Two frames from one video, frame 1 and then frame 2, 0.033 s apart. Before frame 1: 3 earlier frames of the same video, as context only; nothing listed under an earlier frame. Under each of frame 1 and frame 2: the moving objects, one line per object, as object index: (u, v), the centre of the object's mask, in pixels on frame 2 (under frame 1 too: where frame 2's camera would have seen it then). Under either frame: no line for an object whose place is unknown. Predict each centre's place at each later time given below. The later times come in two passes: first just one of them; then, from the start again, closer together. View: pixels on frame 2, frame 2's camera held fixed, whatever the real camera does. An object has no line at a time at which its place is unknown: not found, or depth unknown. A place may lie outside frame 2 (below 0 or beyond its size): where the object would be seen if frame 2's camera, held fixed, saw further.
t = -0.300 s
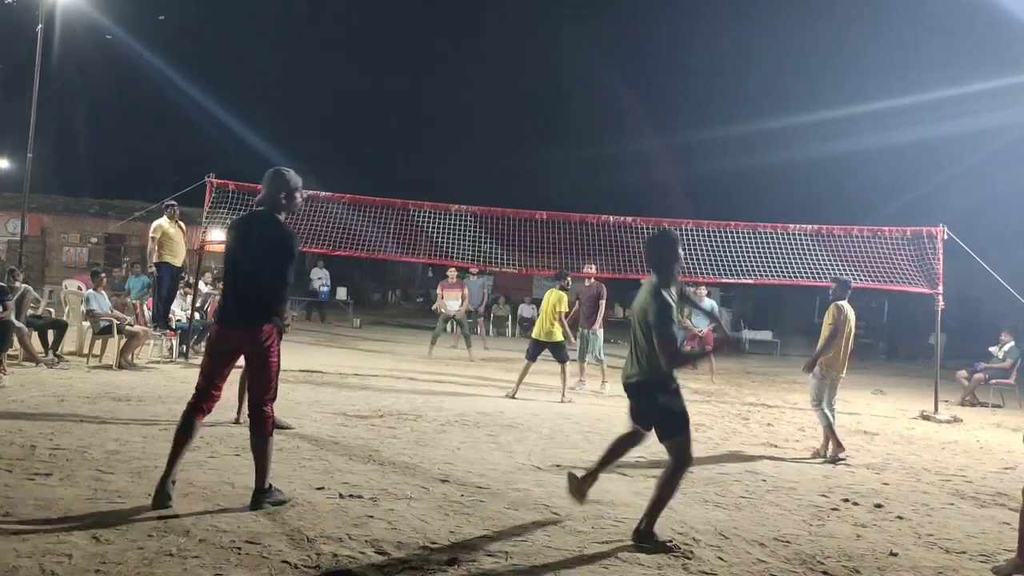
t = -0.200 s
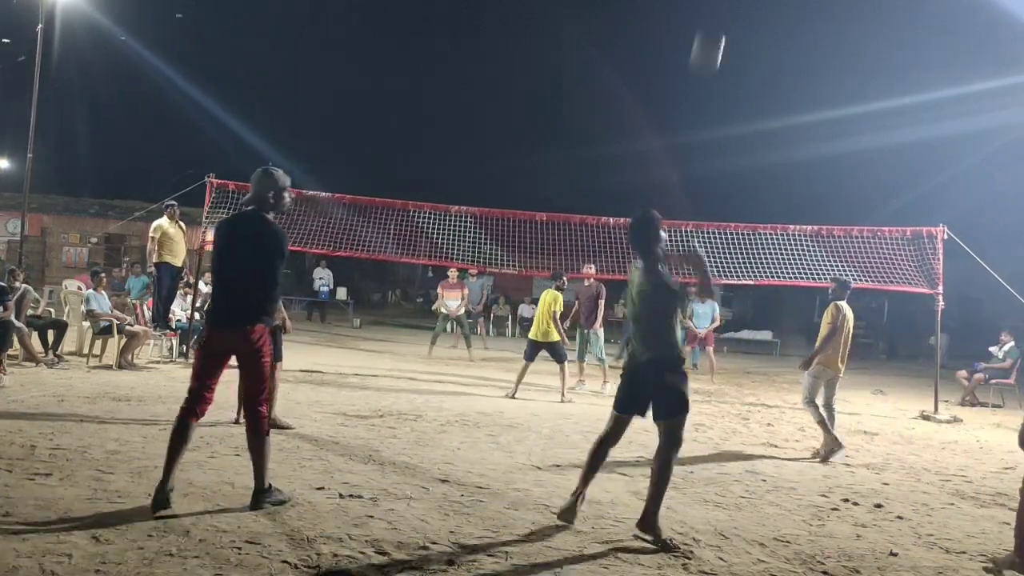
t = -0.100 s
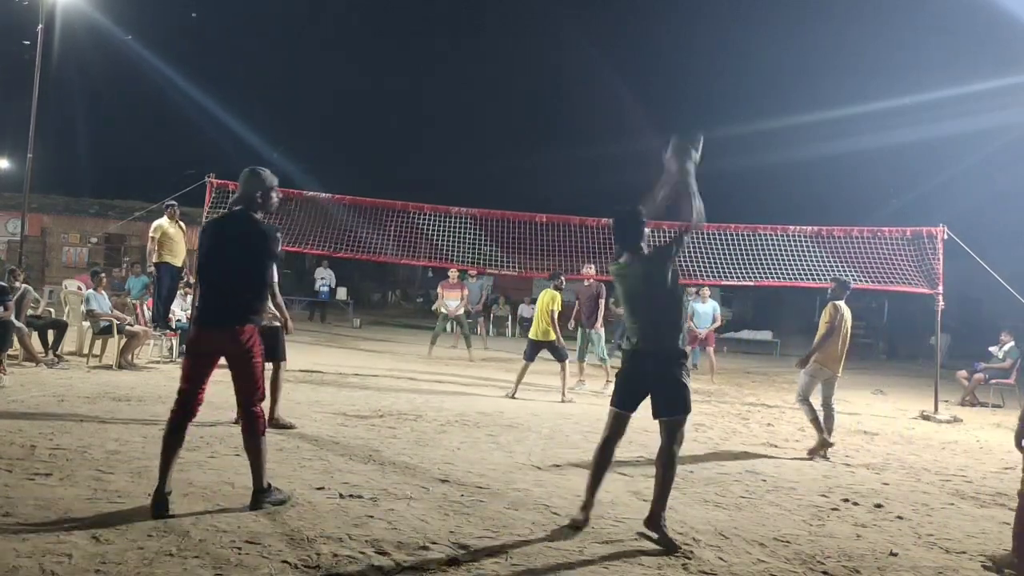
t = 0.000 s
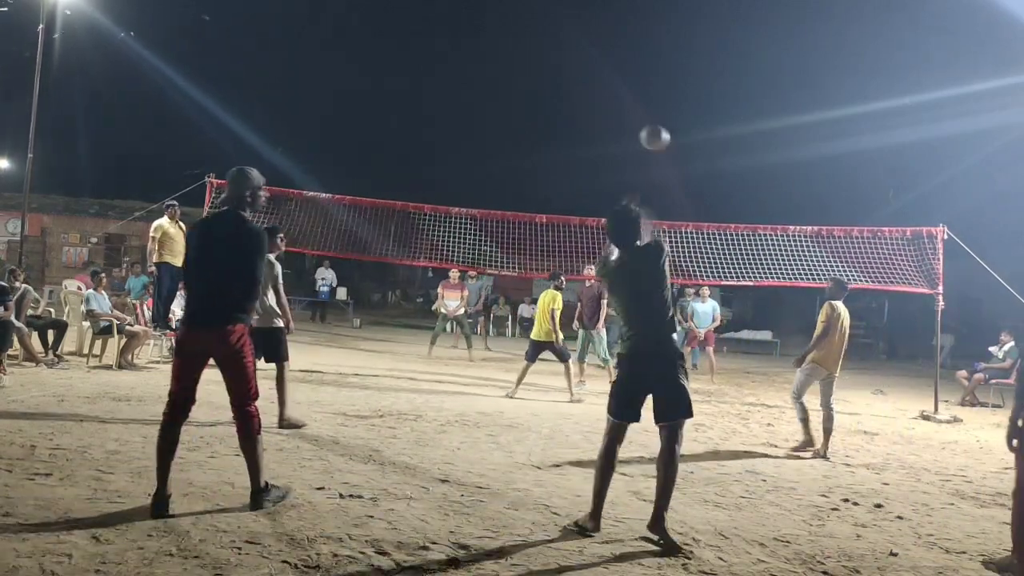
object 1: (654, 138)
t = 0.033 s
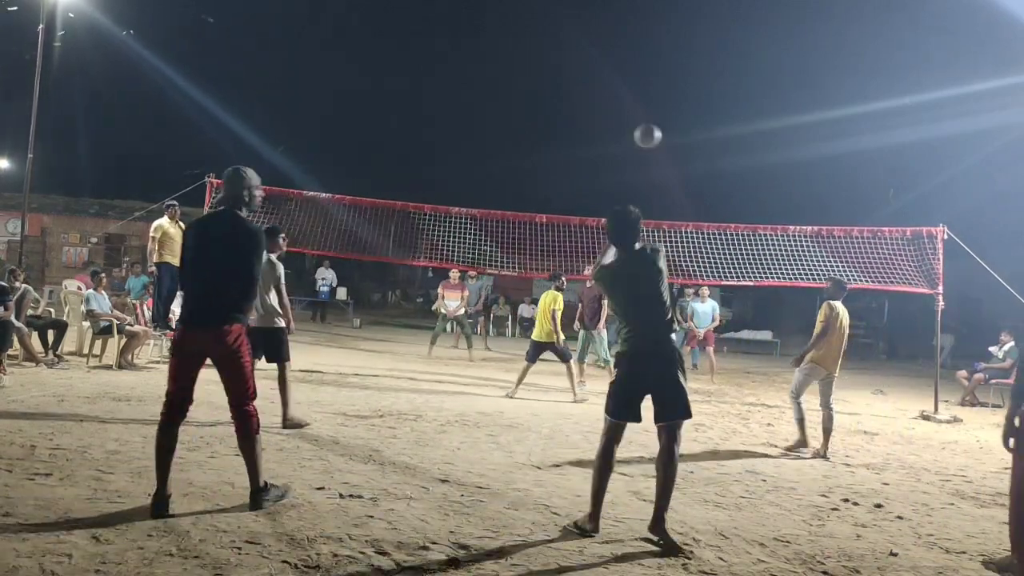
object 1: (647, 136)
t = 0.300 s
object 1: (611, 169)
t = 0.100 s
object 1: (636, 137)
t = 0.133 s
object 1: (631, 140)
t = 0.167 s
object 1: (626, 144)
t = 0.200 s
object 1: (622, 150)
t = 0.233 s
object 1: (618, 156)
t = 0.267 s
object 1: (615, 162)
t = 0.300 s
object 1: (611, 169)
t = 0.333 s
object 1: (608, 177)
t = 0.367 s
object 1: (605, 185)
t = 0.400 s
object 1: (602, 194)
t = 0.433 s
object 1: (599, 203)
